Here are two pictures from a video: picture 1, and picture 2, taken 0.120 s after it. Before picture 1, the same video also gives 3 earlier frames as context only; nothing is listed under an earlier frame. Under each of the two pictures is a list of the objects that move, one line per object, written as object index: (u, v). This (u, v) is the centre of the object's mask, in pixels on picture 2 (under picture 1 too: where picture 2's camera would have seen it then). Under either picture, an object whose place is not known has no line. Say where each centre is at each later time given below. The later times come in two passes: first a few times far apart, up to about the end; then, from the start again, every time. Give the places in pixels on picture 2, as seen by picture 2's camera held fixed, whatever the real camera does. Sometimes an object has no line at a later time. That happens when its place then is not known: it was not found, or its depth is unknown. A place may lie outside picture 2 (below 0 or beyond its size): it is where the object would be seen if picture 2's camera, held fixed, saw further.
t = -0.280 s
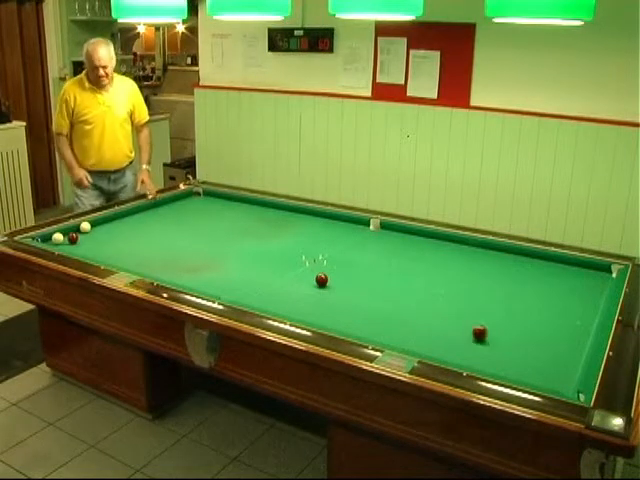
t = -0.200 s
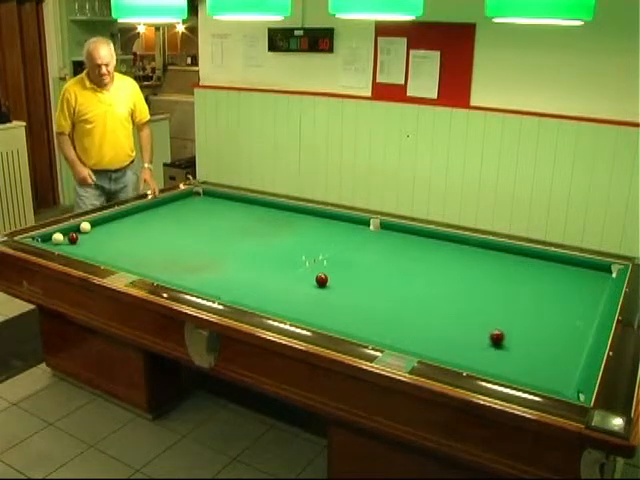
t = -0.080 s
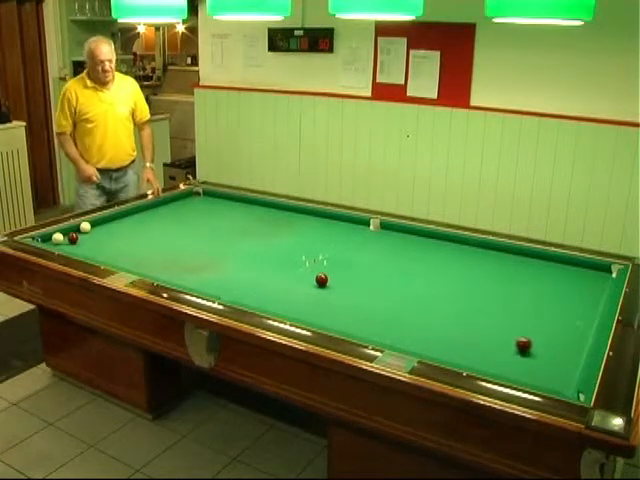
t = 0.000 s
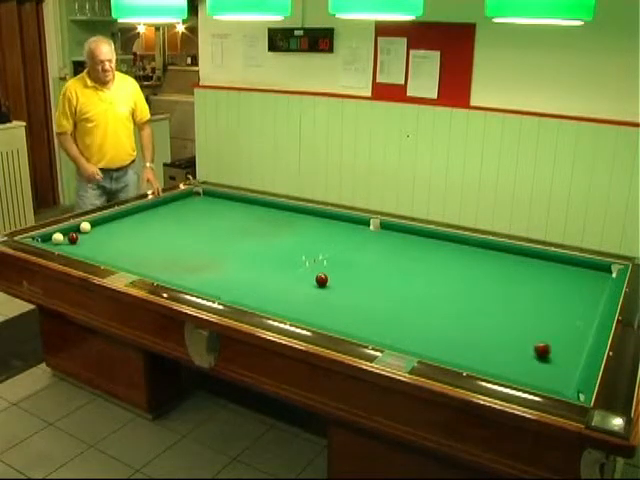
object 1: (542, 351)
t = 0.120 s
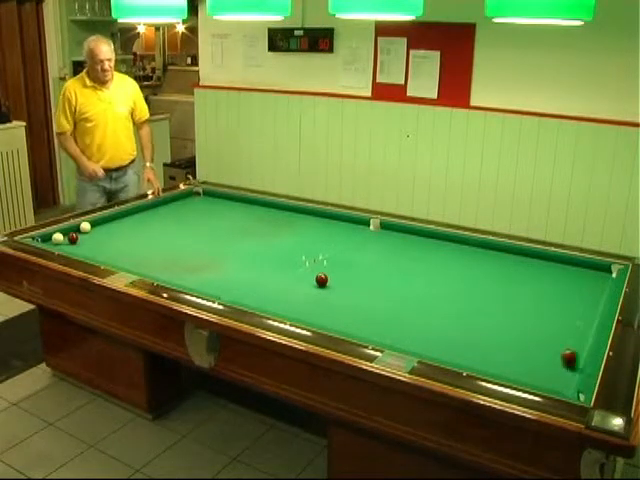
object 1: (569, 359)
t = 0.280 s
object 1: (559, 357)
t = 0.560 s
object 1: (519, 348)
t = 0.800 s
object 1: (487, 341)
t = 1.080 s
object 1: (452, 334)
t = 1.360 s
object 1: (419, 327)
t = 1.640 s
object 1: (388, 319)
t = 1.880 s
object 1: (363, 313)
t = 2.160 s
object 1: (336, 306)
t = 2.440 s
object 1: (310, 301)
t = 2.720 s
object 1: (287, 295)
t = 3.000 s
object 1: (265, 290)
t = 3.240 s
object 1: (248, 285)
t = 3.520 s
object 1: (229, 280)
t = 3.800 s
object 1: (211, 276)
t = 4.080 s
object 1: (195, 272)
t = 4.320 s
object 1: (183, 269)
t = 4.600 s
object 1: (169, 265)
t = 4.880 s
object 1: (157, 262)
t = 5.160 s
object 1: (145, 259)
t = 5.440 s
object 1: (135, 256)
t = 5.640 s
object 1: (128, 254)
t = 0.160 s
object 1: (578, 361)
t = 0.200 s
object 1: (573, 360)
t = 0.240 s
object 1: (566, 359)
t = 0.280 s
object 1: (559, 357)
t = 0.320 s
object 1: (553, 356)
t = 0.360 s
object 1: (548, 354)
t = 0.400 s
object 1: (542, 353)
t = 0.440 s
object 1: (536, 352)
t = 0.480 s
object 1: (531, 351)
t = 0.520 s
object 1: (525, 350)
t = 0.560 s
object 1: (519, 348)
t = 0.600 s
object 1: (514, 347)
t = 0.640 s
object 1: (508, 346)
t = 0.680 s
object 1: (503, 344)
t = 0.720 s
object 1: (498, 343)
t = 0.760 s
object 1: (492, 342)
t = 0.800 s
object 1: (487, 341)
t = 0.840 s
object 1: (482, 340)
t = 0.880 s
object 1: (477, 339)
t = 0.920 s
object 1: (472, 338)
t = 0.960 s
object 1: (467, 337)
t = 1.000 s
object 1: (462, 335)
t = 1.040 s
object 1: (457, 334)
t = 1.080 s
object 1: (452, 334)
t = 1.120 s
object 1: (447, 333)
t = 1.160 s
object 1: (442, 331)
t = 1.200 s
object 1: (437, 330)
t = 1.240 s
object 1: (433, 329)
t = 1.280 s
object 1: (428, 328)
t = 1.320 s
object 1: (423, 327)
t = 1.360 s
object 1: (419, 327)
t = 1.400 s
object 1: (414, 326)
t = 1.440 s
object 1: (409, 324)
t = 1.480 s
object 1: (405, 322)
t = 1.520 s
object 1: (401, 322)
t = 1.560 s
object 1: (396, 321)
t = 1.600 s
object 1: (392, 320)
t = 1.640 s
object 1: (388, 319)
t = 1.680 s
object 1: (383, 318)
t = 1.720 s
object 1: (379, 317)
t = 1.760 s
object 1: (375, 316)
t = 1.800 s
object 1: (371, 315)
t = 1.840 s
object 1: (367, 314)
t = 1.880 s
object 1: (363, 313)
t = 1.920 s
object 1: (359, 312)
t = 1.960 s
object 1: (355, 311)
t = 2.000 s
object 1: (351, 310)
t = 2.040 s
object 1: (347, 310)
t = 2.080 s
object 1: (343, 309)
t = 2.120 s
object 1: (339, 308)
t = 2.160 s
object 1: (336, 306)
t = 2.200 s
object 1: (332, 306)
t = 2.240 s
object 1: (328, 305)
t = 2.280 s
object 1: (325, 304)
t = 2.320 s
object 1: (321, 303)
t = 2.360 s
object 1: (317, 302)
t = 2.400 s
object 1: (314, 302)
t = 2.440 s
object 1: (310, 301)
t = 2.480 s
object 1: (307, 300)
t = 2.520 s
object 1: (304, 299)
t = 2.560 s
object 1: (300, 298)
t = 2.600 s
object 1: (297, 298)
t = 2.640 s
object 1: (293, 297)
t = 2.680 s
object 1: (290, 296)
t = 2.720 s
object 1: (287, 295)
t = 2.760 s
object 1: (283, 295)
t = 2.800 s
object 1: (281, 294)
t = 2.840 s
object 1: (277, 293)
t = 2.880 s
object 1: (274, 292)
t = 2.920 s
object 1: (271, 292)
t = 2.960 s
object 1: (268, 291)
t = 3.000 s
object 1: (265, 290)
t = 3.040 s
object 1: (262, 289)
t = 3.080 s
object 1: (259, 288)
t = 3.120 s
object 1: (256, 288)
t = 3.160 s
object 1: (254, 287)
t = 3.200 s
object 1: (251, 286)
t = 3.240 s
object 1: (248, 285)
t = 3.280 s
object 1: (245, 285)
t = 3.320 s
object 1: (242, 284)
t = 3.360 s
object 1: (240, 283)
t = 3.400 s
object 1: (237, 282)
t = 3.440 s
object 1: (234, 282)
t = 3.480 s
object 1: (232, 281)
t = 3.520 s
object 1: (229, 280)
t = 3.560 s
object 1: (227, 280)
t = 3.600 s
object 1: (224, 279)
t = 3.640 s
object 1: (221, 279)
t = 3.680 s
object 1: (219, 278)
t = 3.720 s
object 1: (216, 278)
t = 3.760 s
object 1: (214, 277)
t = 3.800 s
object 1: (211, 276)
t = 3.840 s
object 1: (209, 275)
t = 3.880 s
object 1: (207, 275)
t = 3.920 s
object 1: (205, 274)
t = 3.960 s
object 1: (202, 274)
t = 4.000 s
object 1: (200, 273)
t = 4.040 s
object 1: (198, 272)
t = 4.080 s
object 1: (195, 272)
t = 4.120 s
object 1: (193, 272)
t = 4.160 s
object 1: (191, 271)
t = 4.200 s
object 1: (189, 270)
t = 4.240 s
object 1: (187, 270)
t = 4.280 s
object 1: (185, 269)
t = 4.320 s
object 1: (183, 269)
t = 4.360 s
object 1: (181, 268)
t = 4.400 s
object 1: (179, 268)
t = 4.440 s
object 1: (177, 267)
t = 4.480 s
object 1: (175, 266)
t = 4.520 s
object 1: (173, 266)
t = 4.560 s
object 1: (171, 266)
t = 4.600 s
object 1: (169, 265)
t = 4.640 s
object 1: (167, 265)
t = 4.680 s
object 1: (166, 264)
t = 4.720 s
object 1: (164, 264)
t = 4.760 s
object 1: (162, 263)
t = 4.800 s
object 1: (160, 263)
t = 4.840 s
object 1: (158, 262)
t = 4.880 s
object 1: (157, 262)
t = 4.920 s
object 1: (155, 261)
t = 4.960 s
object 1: (153, 261)
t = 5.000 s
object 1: (152, 261)
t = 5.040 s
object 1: (150, 260)
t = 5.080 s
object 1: (149, 260)
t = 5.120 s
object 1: (147, 260)
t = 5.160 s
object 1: (145, 259)
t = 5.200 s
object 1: (144, 258)
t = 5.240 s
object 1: (142, 258)
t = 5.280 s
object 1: (141, 257)
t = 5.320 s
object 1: (139, 257)
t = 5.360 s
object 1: (138, 257)
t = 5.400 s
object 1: (136, 256)
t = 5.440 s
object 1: (135, 256)
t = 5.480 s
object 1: (133, 255)
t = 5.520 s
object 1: (132, 255)
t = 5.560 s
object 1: (131, 254)
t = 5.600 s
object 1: (130, 254)
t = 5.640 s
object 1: (128, 254)
